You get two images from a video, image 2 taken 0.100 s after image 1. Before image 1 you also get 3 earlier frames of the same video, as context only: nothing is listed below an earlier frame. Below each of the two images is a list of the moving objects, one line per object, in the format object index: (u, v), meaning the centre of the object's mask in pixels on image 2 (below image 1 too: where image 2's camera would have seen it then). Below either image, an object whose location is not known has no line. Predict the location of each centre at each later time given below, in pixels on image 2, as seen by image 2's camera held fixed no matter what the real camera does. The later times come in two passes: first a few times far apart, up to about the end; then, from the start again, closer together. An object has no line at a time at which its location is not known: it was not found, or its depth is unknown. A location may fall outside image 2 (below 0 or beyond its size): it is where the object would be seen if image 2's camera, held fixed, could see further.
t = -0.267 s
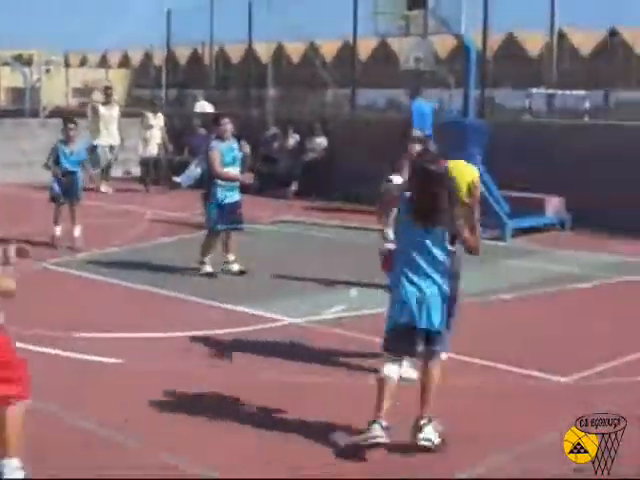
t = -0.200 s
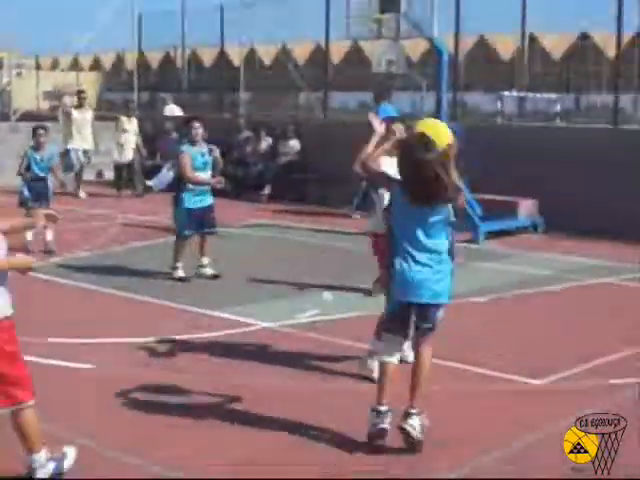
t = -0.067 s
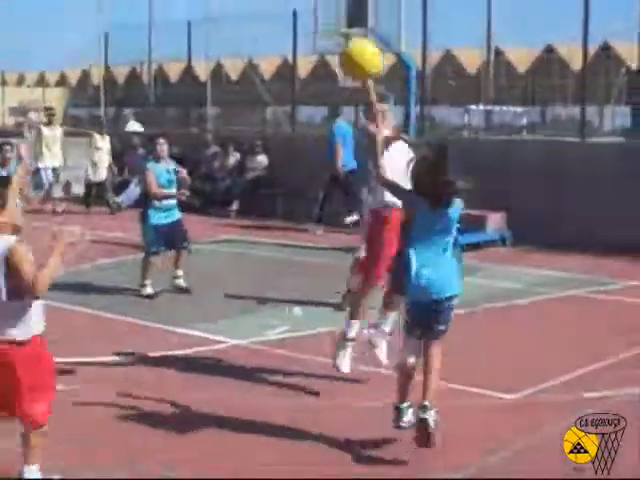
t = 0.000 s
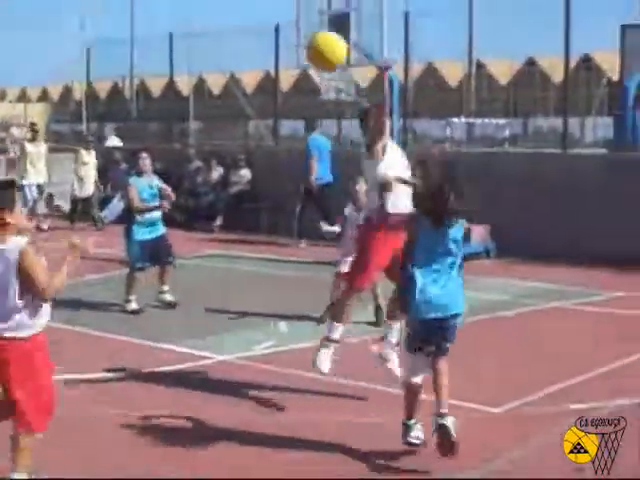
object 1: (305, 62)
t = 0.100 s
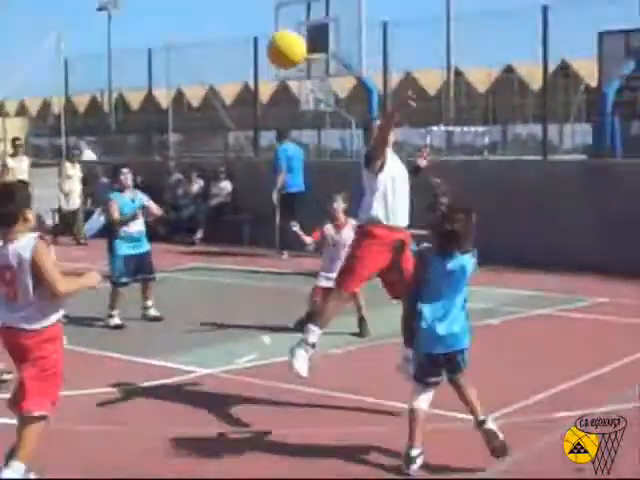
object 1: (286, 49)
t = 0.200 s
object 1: (270, 54)
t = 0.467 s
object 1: (229, 135)
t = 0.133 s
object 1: (281, 50)
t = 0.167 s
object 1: (274, 50)
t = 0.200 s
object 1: (270, 54)
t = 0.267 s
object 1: (258, 67)
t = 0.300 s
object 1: (252, 74)
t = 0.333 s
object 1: (248, 85)
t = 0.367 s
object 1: (241, 94)
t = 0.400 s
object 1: (237, 107)
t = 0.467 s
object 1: (229, 135)
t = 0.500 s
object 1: (223, 152)
